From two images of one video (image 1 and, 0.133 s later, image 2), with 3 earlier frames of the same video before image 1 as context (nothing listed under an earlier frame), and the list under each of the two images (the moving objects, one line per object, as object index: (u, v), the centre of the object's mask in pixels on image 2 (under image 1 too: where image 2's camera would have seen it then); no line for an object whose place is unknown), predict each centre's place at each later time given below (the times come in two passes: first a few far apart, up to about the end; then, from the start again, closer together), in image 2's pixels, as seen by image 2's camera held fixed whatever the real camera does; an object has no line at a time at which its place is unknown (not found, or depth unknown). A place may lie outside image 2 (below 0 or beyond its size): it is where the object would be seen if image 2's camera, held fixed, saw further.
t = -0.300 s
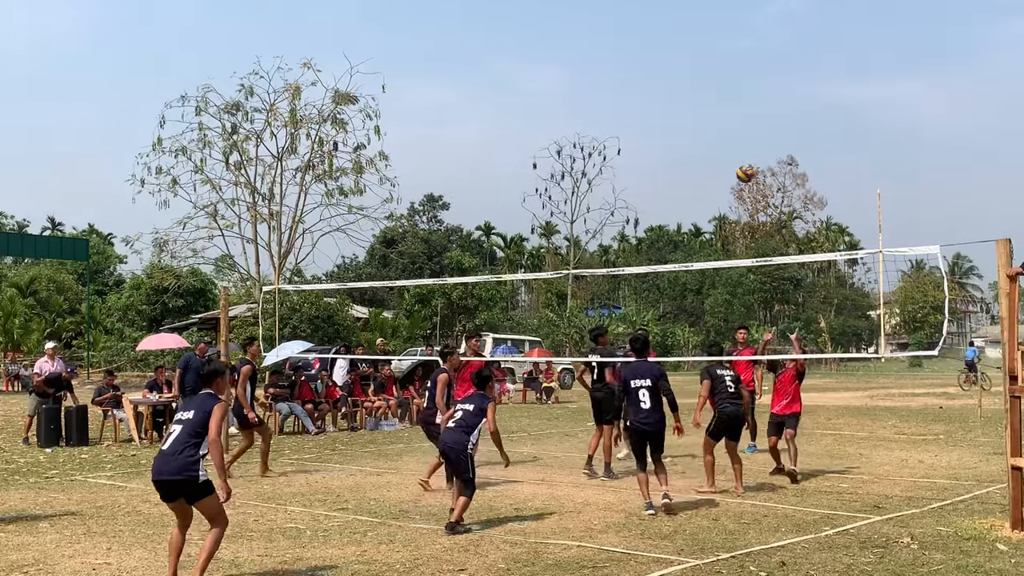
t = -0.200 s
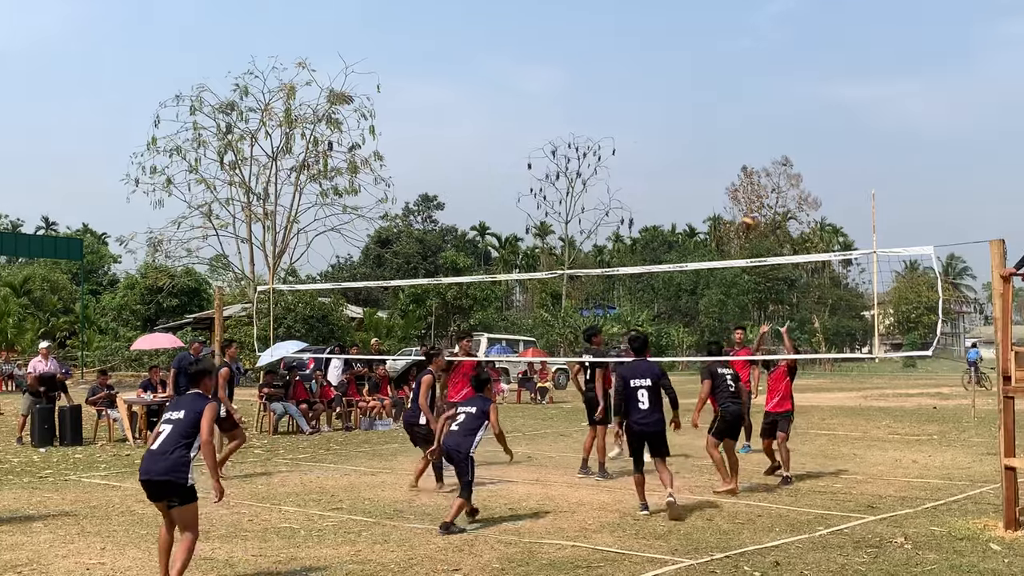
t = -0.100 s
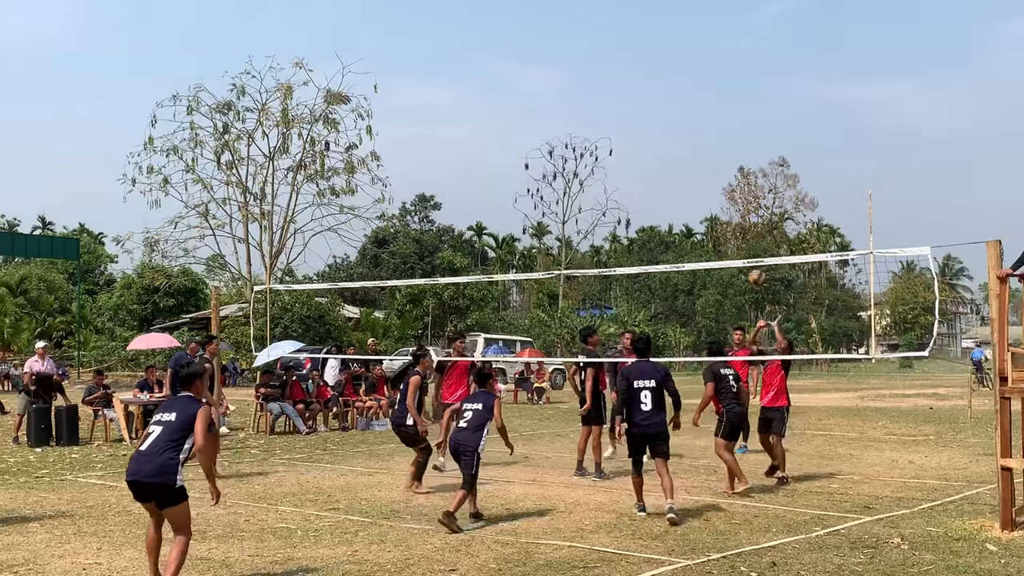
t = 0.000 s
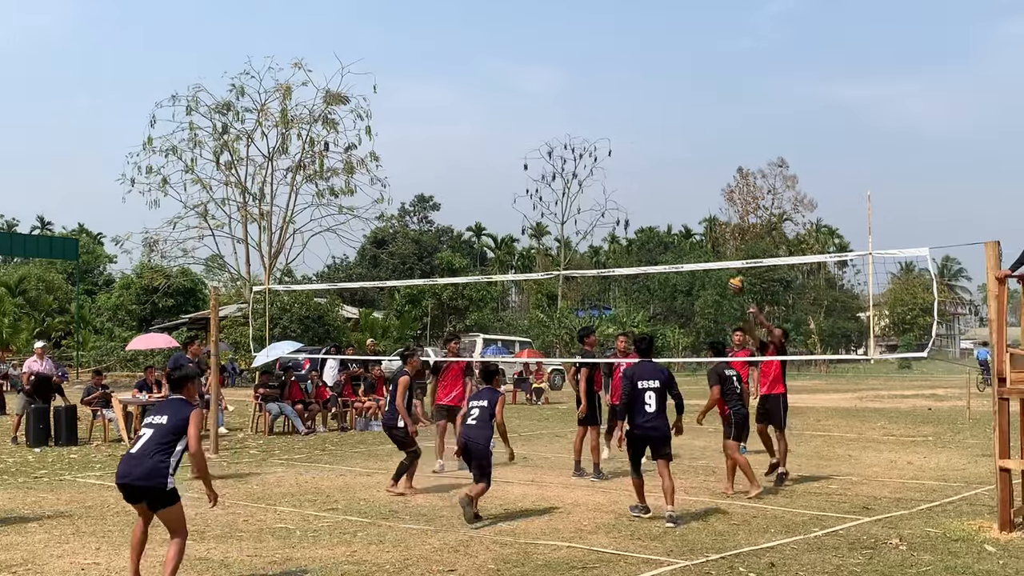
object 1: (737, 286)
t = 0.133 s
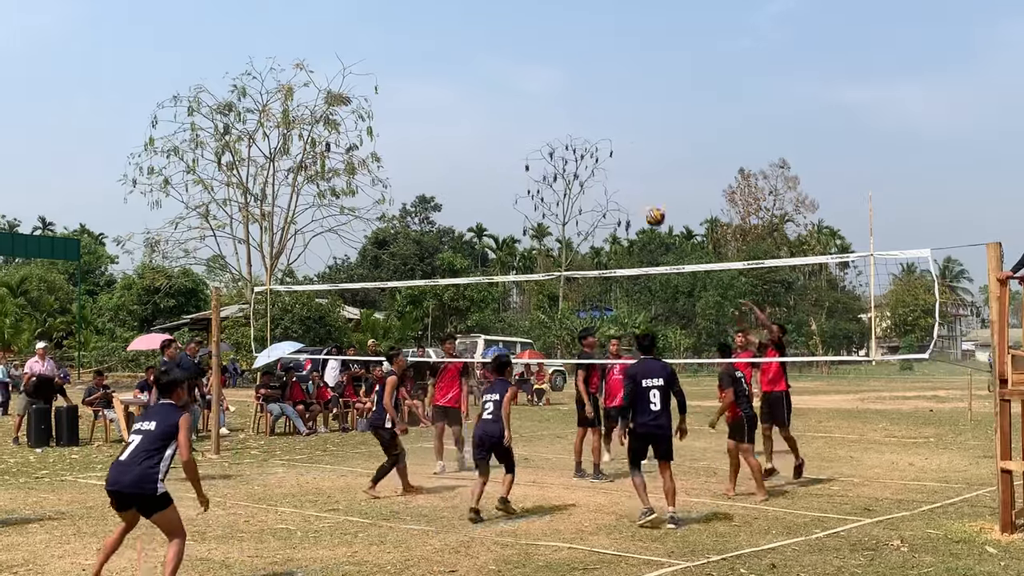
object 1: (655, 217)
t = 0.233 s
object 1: (592, 175)
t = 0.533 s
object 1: (395, 88)
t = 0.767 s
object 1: (230, 74)
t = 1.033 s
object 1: (16, 130)
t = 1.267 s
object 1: (-185, 260)
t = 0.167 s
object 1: (634, 202)
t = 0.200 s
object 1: (613, 188)
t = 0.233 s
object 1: (592, 175)
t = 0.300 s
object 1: (549, 149)
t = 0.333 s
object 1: (527, 139)
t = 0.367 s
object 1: (506, 128)
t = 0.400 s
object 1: (484, 118)
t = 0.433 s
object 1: (462, 109)
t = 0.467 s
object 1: (440, 102)
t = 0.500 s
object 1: (418, 95)
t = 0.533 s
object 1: (395, 88)
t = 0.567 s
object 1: (372, 83)
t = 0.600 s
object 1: (350, 78)
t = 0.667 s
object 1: (303, 74)
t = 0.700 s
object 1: (279, 72)
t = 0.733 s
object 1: (255, 73)
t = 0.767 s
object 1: (230, 74)
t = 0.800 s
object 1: (205, 76)
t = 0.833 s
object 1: (179, 80)
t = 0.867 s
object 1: (153, 85)
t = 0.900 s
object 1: (127, 91)
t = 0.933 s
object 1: (100, 99)
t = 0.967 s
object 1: (72, 108)
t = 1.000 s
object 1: (45, 118)
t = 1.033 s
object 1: (16, 130)
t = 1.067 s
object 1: (-12, 144)
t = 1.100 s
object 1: (-41, 159)
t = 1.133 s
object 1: (-71, 175)
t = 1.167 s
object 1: (-101, 193)
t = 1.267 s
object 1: (-185, 260)
